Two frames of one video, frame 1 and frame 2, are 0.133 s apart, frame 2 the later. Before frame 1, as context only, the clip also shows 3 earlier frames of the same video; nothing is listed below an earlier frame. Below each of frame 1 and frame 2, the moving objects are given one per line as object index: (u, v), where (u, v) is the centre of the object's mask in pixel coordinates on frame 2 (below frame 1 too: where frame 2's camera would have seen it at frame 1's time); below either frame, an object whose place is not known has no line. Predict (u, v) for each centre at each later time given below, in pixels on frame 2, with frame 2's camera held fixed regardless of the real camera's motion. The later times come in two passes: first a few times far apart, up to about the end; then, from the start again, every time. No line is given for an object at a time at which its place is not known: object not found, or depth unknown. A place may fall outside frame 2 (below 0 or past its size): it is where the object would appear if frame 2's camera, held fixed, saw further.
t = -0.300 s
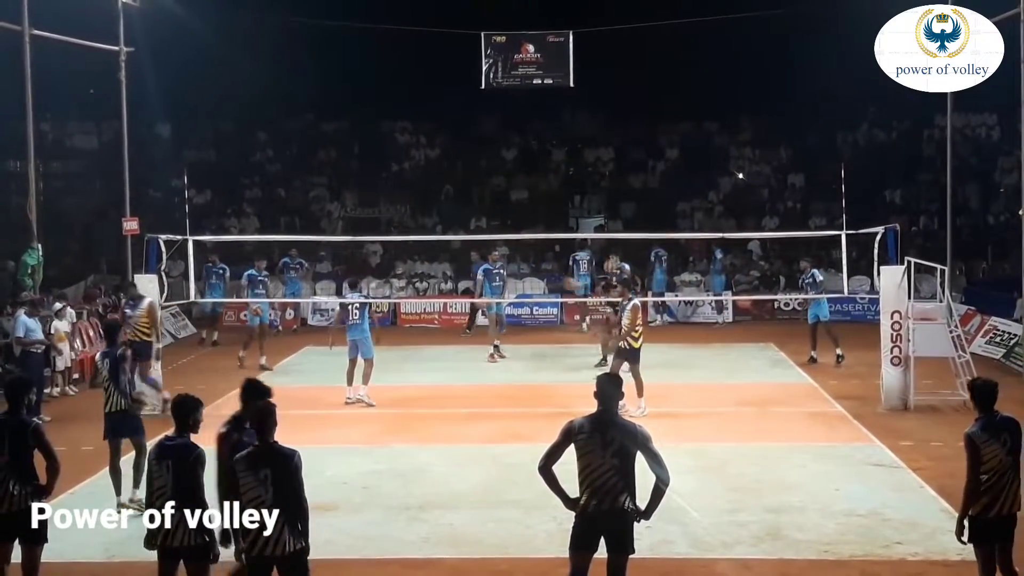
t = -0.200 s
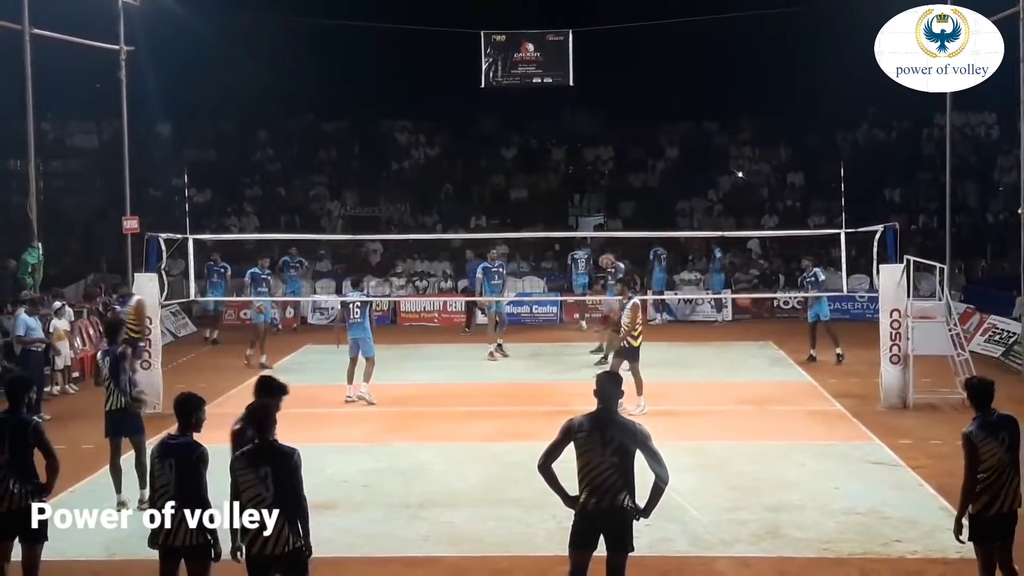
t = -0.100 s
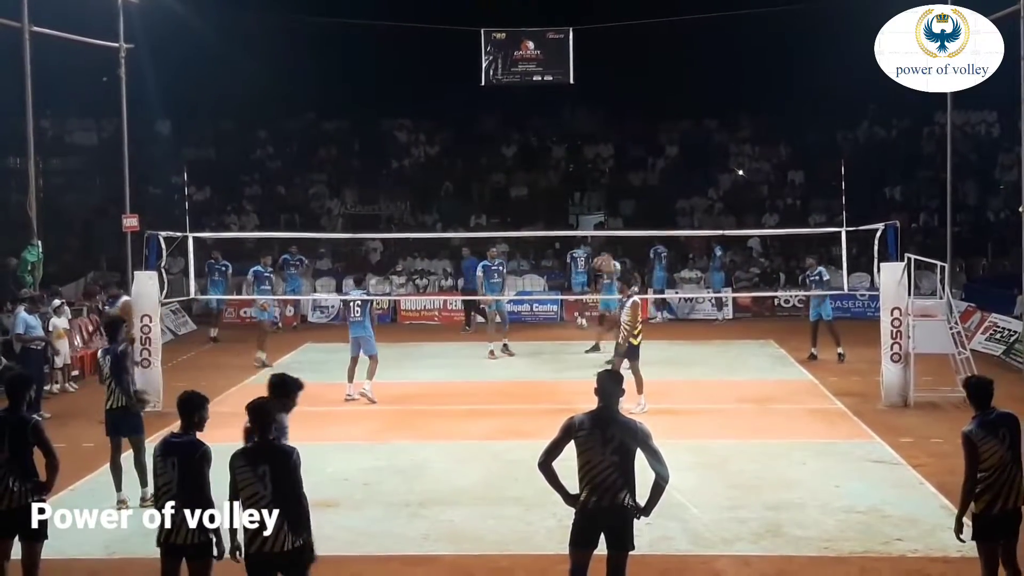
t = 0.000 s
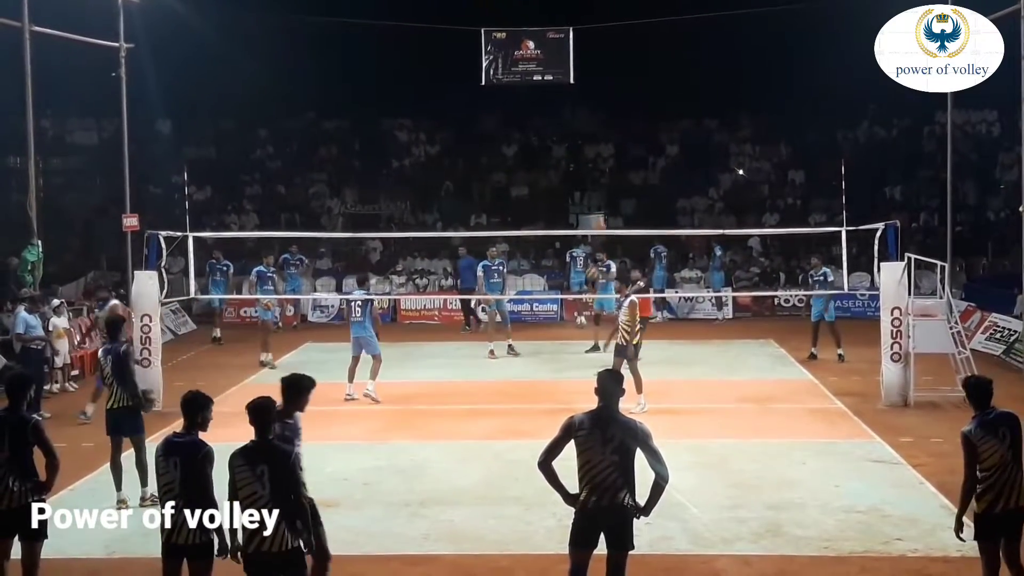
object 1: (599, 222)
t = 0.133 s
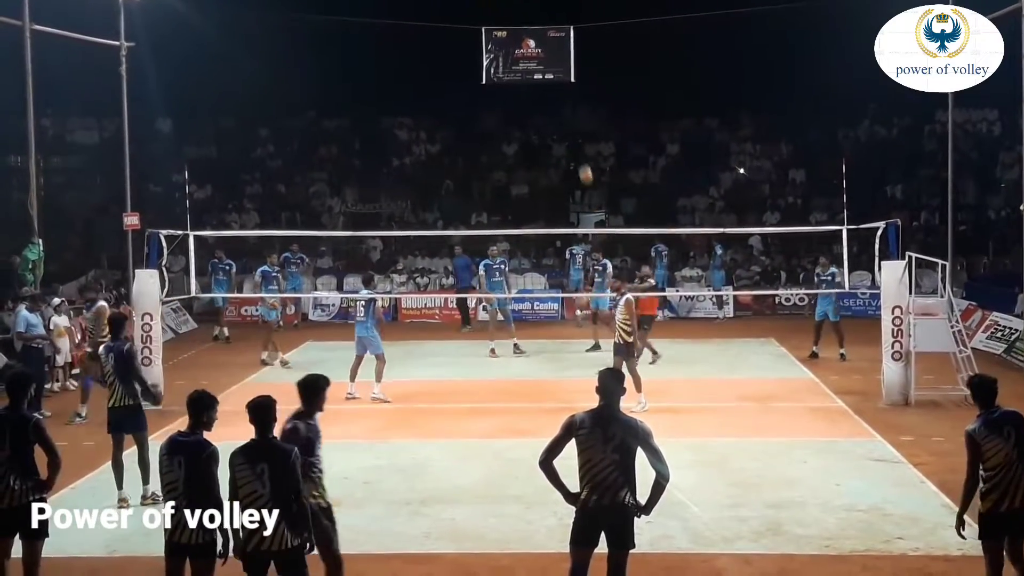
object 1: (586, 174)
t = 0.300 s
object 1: (569, 129)
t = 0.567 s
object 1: (543, 88)
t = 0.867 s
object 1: (513, 94)
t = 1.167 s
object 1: (484, 156)
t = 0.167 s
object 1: (582, 164)
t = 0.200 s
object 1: (579, 155)
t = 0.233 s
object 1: (575, 145)
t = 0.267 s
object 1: (572, 136)
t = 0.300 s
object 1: (569, 129)
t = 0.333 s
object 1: (565, 121)
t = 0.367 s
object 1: (562, 114)
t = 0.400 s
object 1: (559, 108)
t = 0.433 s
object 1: (556, 103)
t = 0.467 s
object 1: (552, 99)
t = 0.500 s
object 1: (549, 95)
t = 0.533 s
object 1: (546, 91)
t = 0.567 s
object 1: (543, 88)
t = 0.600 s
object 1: (539, 86)
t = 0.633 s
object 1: (536, 85)
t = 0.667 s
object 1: (533, 84)
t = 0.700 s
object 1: (530, 84)
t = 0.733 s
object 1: (526, 84)
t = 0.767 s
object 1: (523, 86)
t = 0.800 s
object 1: (520, 88)
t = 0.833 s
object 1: (516, 90)
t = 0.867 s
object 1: (513, 94)
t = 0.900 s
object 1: (510, 98)
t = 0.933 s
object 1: (507, 103)
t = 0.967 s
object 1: (503, 109)
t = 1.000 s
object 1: (500, 115)
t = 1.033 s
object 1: (497, 122)
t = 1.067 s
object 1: (493, 129)
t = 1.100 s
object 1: (490, 138)
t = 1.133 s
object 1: (487, 147)
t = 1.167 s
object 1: (484, 156)
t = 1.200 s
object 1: (480, 167)
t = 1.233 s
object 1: (477, 179)
